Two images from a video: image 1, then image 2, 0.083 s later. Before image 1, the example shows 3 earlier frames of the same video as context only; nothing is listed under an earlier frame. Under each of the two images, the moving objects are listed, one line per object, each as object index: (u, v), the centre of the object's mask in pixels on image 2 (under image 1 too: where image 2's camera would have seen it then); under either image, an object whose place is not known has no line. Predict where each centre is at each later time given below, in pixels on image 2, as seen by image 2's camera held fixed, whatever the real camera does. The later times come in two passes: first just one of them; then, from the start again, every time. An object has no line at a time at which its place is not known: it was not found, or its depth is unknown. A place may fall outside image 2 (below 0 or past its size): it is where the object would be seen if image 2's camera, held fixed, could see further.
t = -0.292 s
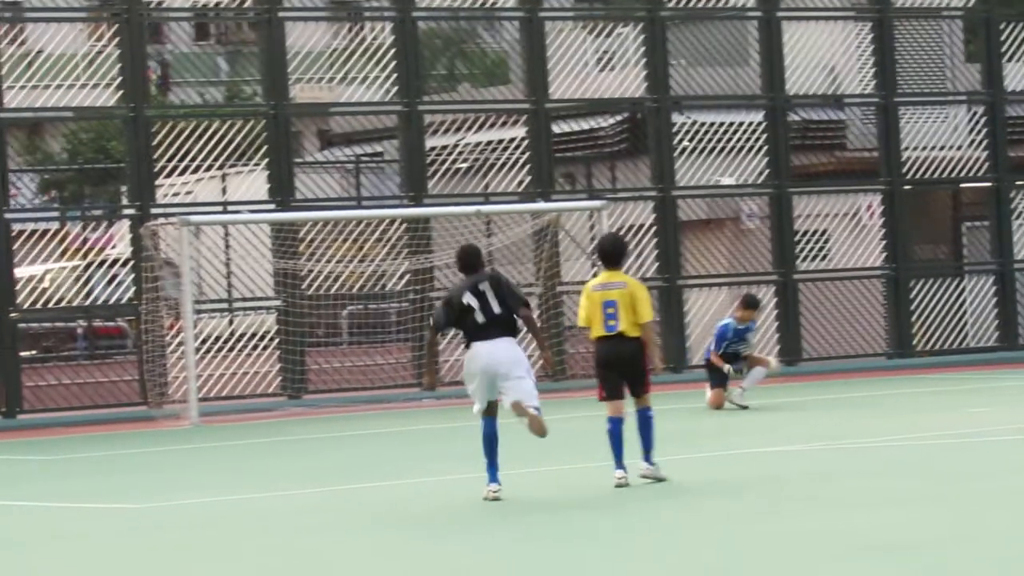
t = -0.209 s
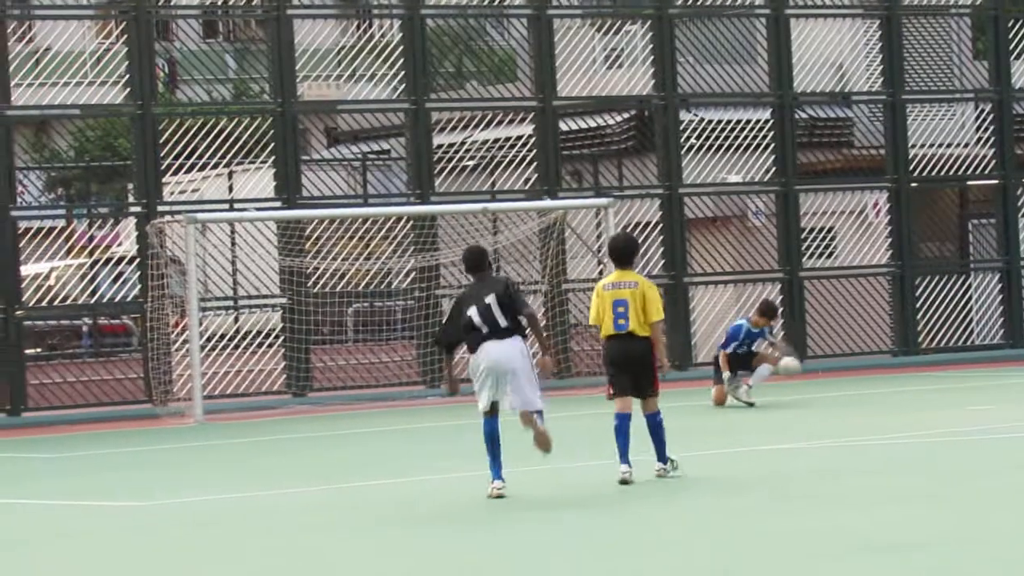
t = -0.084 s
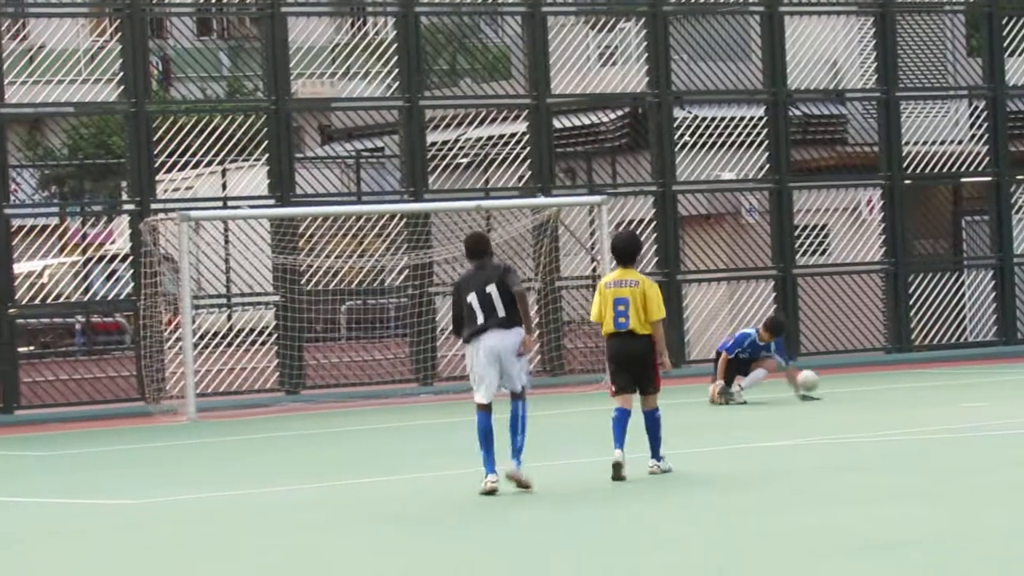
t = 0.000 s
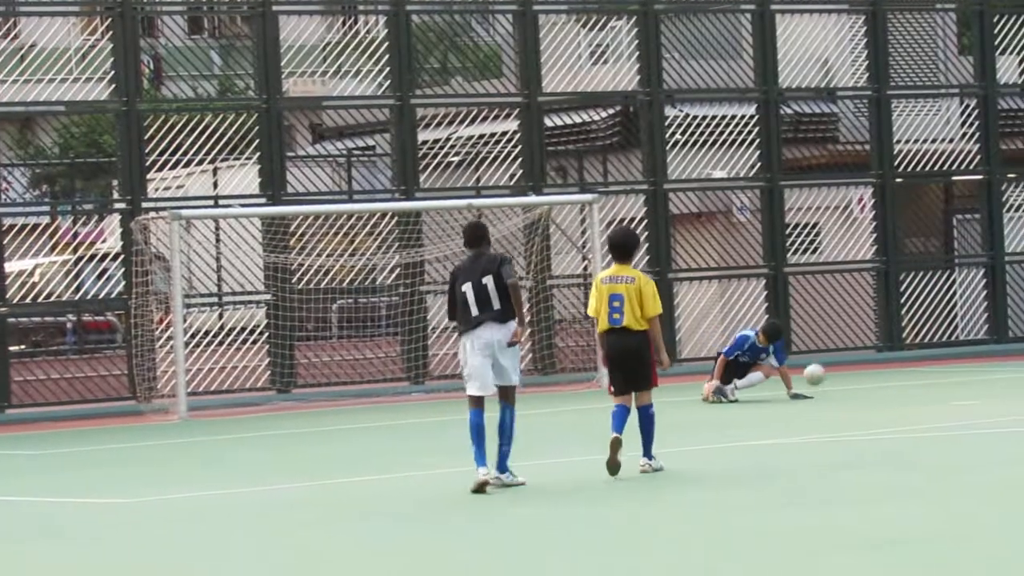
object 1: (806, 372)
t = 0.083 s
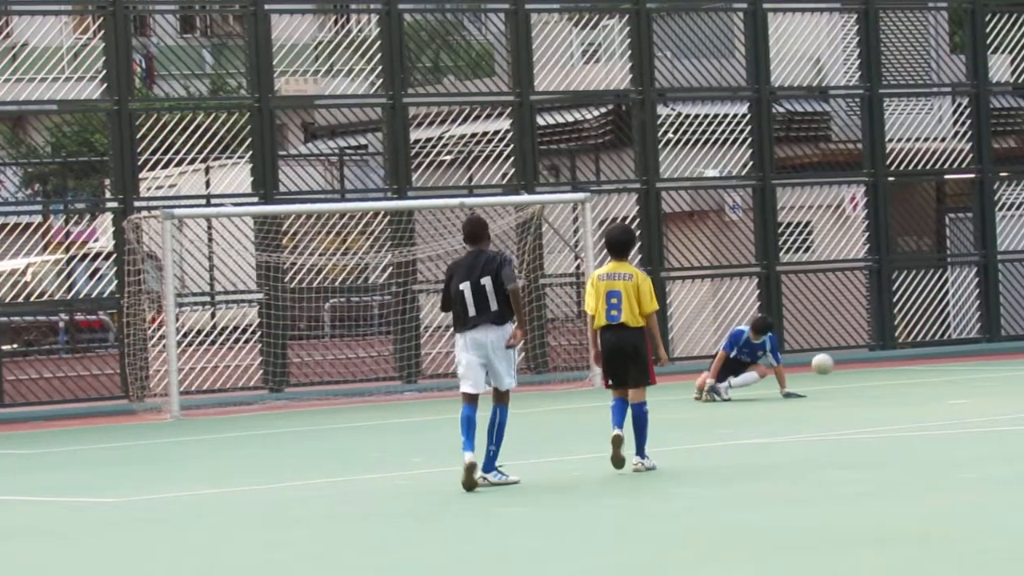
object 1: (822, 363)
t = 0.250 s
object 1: (853, 367)
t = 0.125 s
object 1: (830, 361)
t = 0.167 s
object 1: (838, 362)
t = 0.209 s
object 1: (846, 363)
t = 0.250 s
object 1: (853, 367)
